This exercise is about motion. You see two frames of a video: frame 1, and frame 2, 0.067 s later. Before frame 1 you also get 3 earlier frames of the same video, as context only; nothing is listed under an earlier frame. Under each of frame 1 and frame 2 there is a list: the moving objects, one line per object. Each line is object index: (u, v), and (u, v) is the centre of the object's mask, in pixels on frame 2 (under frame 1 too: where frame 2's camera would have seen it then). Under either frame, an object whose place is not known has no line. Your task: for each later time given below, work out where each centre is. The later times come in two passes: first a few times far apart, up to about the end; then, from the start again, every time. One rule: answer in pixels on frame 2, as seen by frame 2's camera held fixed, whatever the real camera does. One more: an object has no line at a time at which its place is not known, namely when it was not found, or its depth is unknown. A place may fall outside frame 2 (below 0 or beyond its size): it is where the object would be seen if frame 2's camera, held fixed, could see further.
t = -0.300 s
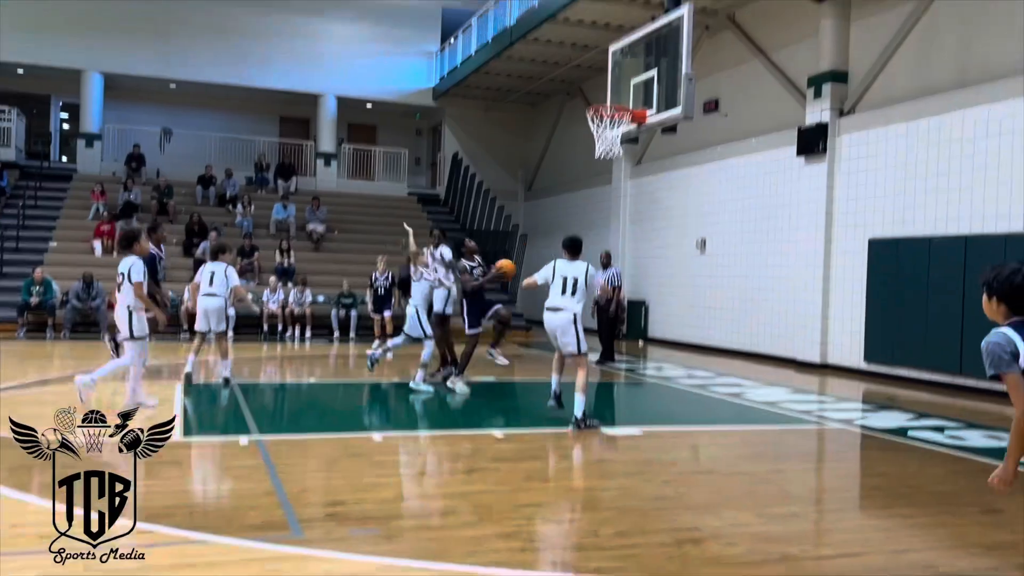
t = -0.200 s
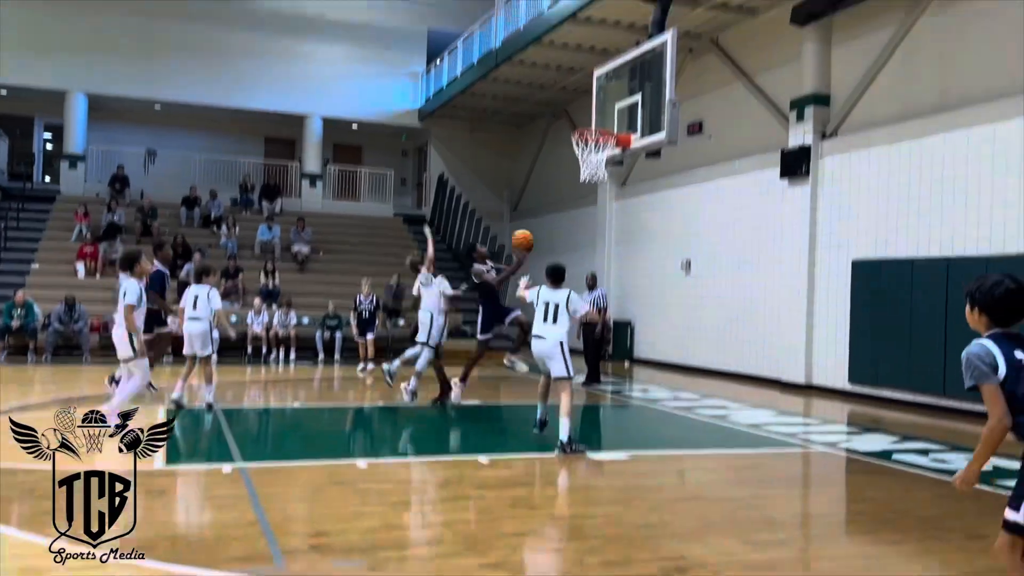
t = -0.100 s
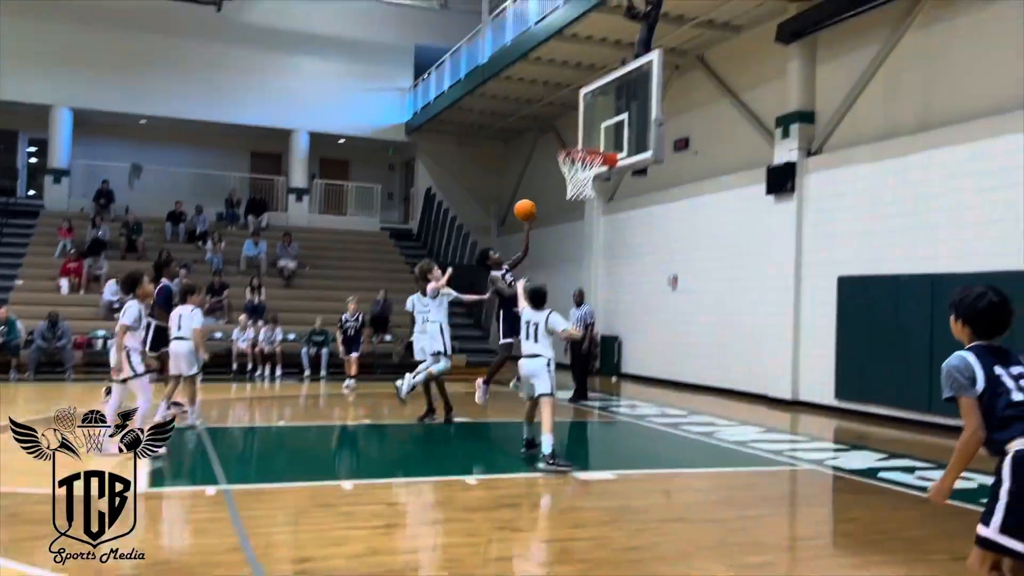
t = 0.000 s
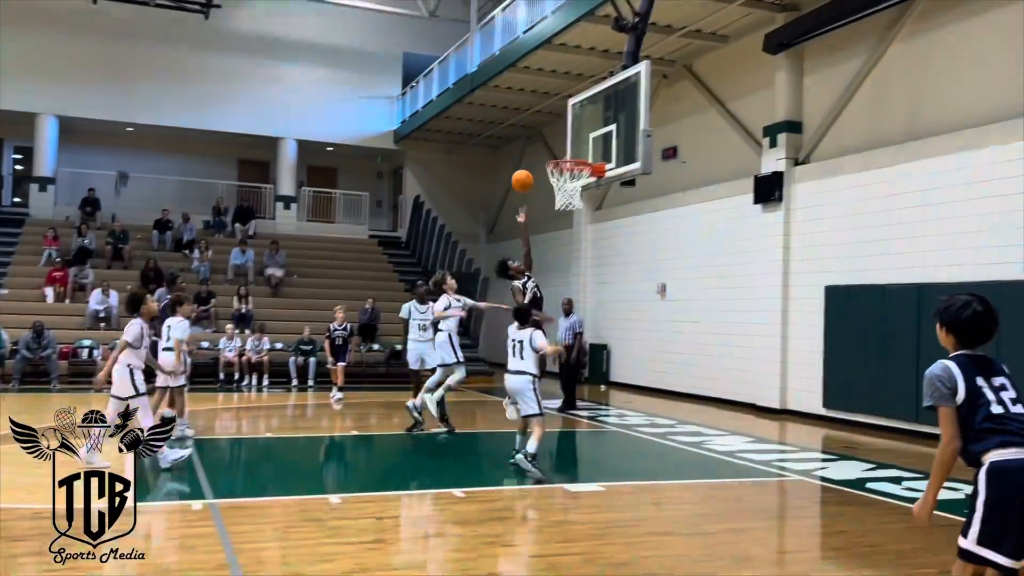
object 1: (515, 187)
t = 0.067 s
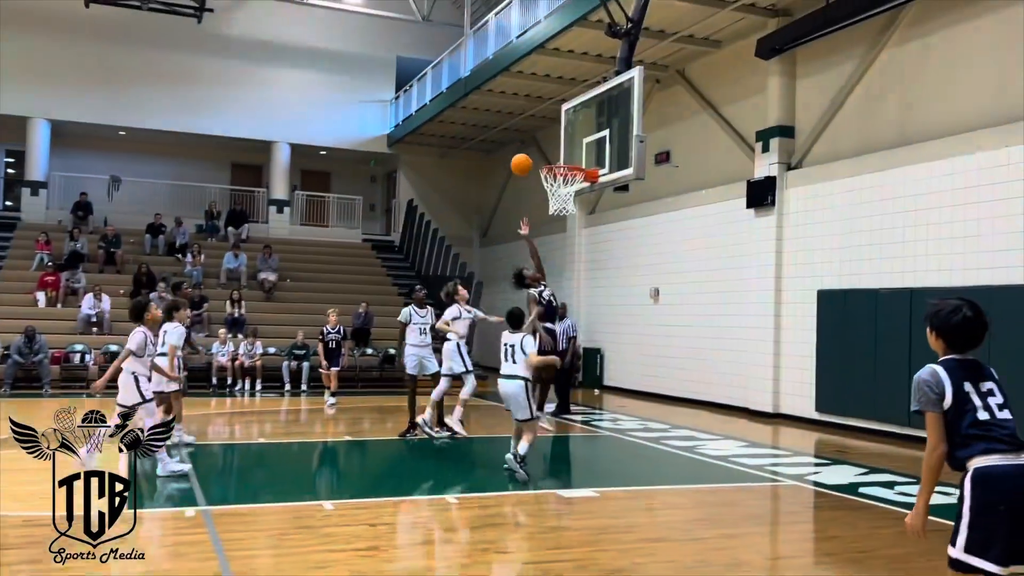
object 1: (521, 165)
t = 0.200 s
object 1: (532, 135)
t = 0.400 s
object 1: (547, 117)
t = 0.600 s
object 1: (562, 136)
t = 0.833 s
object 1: (574, 194)
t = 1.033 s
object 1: (567, 242)
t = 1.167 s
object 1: (564, 294)
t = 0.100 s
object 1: (524, 156)
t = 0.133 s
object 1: (527, 148)
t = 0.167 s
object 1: (530, 141)
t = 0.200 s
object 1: (532, 135)
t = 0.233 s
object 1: (535, 129)
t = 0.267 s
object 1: (538, 125)
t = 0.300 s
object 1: (540, 121)
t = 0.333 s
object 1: (543, 119)
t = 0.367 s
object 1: (545, 117)
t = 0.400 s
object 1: (547, 117)
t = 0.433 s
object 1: (550, 118)
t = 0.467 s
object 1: (552, 119)
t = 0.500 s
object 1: (555, 122)
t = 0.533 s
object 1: (557, 126)
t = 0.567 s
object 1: (559, 131)
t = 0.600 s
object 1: (562, 136)
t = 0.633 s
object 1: (563, 143)
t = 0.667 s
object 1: (566, 150)
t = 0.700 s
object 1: (567, 156)
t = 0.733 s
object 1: (570, 161)
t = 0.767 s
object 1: (572, 178)
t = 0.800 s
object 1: (574, 185)
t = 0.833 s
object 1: (574, 194)
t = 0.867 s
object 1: (573, 206)
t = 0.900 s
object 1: (573, 208)
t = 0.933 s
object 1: (571, 214)
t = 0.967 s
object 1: (570, 222)
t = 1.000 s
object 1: (568, 232)
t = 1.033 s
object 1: (567, 242)
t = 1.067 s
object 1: (566, 253)
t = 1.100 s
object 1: (564, 266)
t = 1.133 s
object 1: (564, 279)
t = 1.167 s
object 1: (564, 294)
